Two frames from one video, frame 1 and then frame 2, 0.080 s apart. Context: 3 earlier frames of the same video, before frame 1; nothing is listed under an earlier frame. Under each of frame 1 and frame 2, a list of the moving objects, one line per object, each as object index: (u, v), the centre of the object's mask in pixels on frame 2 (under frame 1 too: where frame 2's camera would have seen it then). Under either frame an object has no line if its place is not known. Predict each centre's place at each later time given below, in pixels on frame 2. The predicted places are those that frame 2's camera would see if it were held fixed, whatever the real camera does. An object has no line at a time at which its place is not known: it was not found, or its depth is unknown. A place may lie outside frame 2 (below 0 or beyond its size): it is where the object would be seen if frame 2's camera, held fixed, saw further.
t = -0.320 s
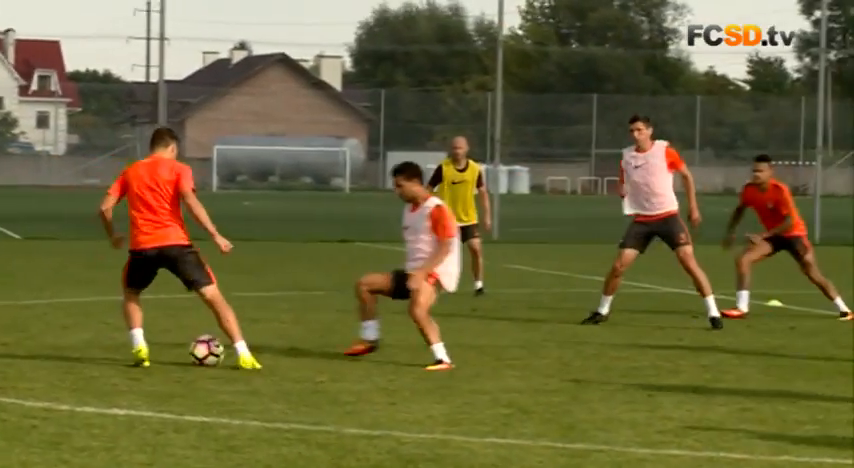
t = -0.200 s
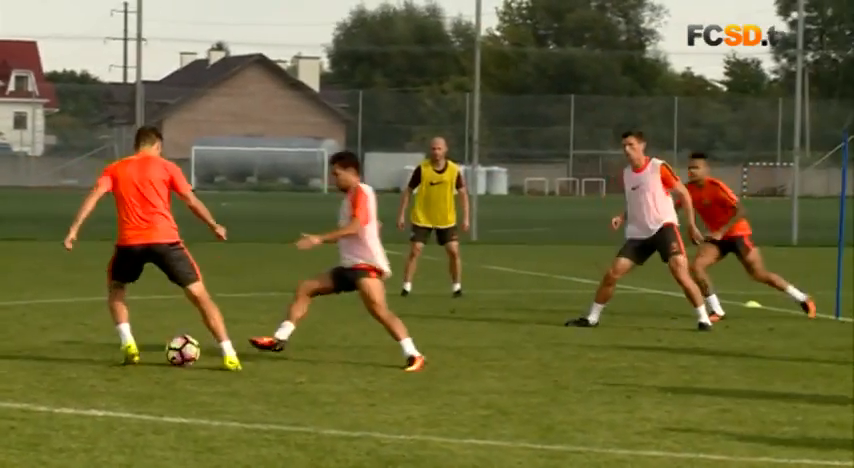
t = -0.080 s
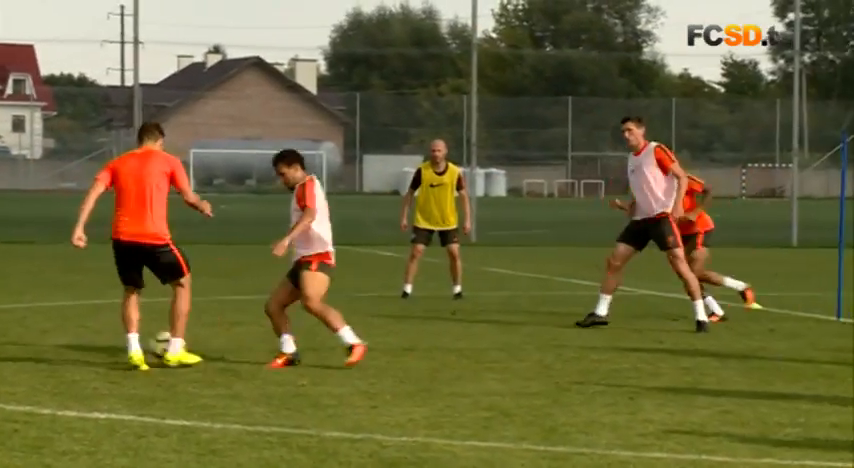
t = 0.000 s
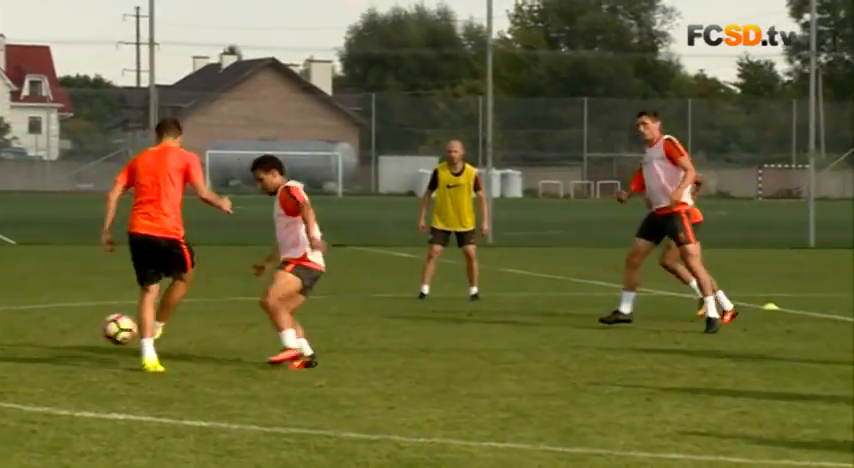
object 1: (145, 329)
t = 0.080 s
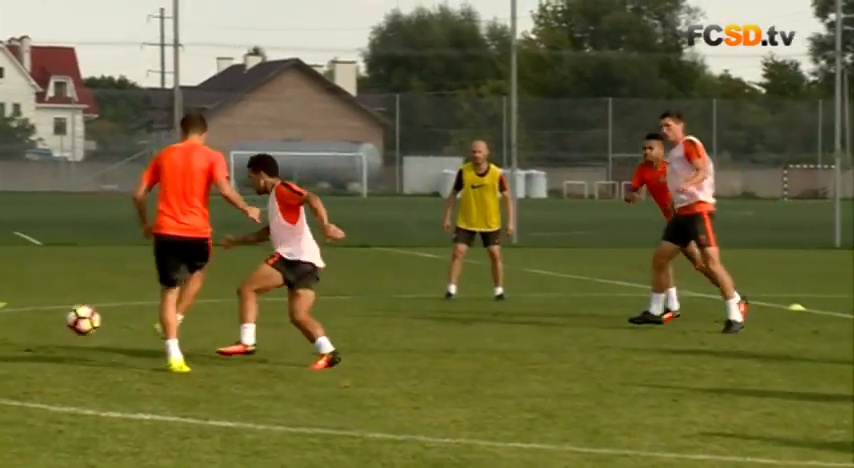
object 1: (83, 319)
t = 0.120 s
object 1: (53, 318)
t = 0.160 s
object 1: (24, 319)
